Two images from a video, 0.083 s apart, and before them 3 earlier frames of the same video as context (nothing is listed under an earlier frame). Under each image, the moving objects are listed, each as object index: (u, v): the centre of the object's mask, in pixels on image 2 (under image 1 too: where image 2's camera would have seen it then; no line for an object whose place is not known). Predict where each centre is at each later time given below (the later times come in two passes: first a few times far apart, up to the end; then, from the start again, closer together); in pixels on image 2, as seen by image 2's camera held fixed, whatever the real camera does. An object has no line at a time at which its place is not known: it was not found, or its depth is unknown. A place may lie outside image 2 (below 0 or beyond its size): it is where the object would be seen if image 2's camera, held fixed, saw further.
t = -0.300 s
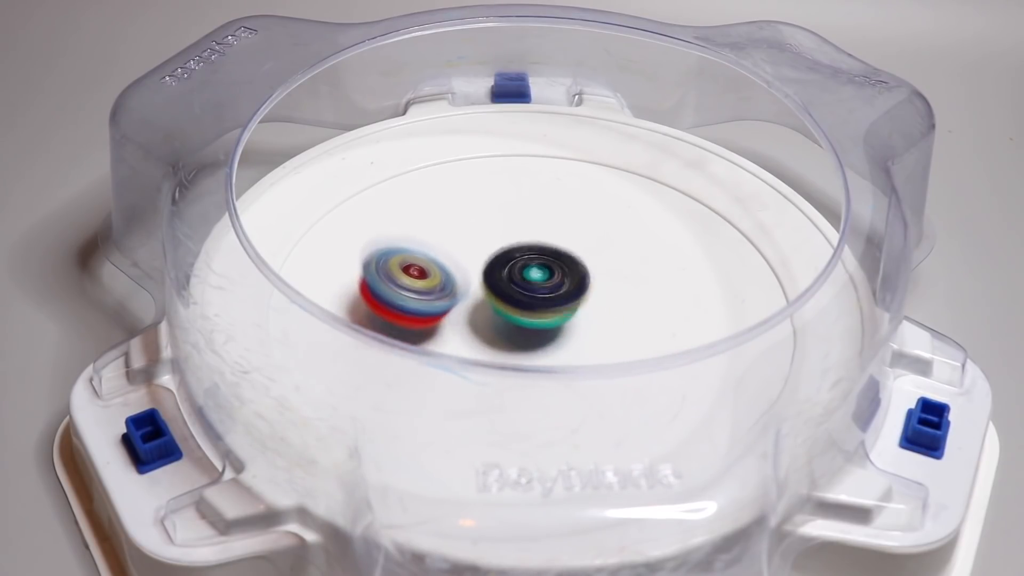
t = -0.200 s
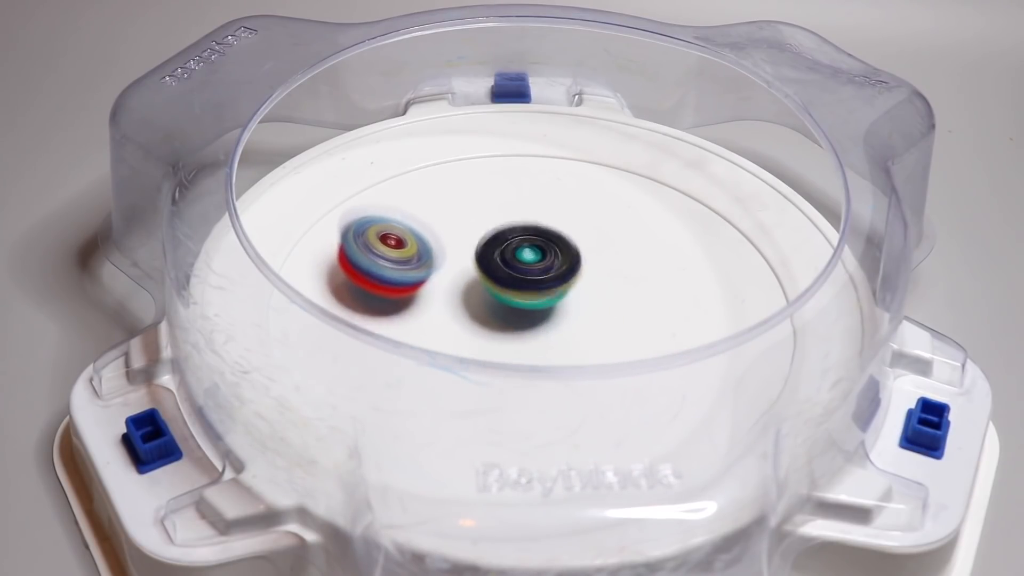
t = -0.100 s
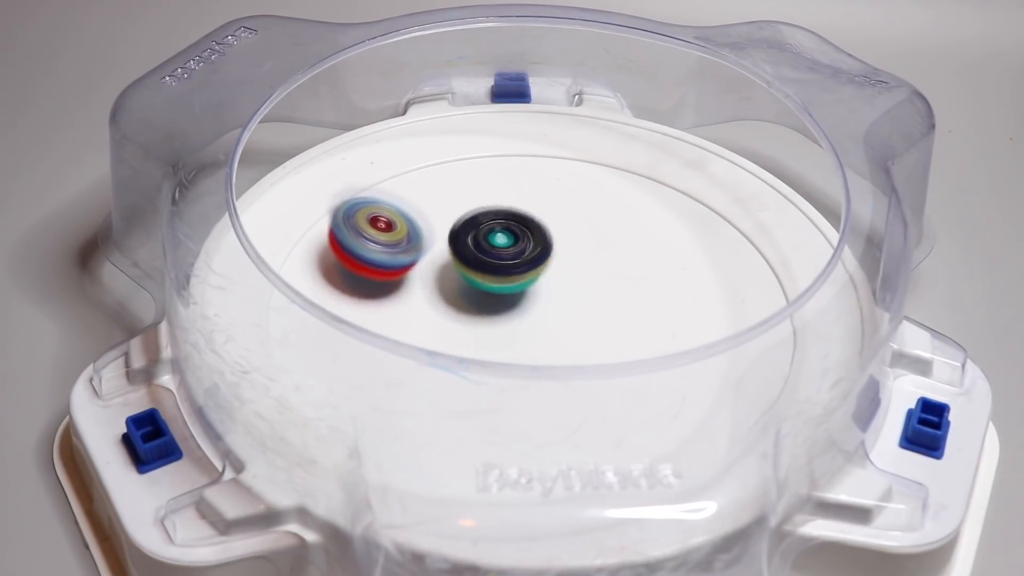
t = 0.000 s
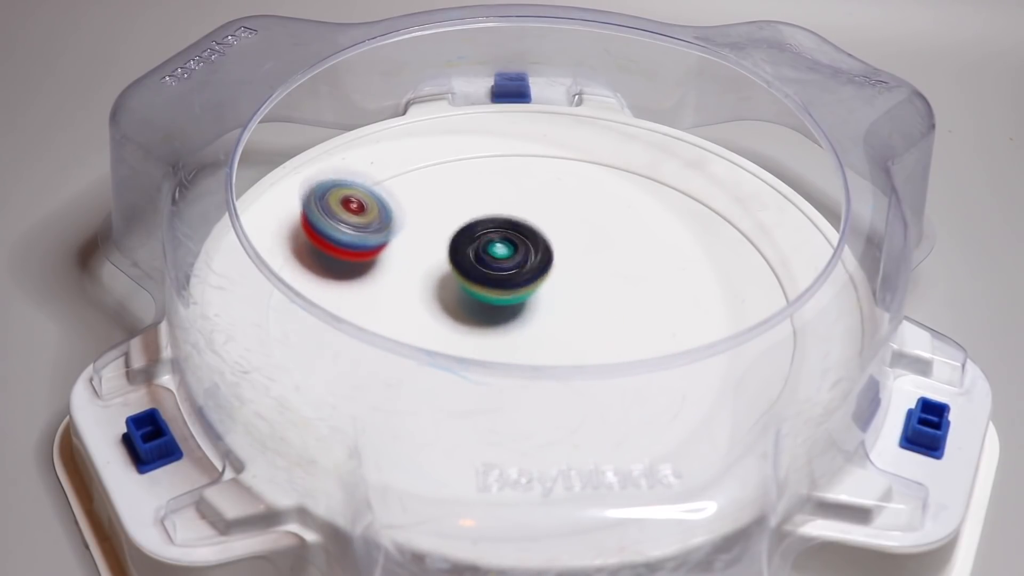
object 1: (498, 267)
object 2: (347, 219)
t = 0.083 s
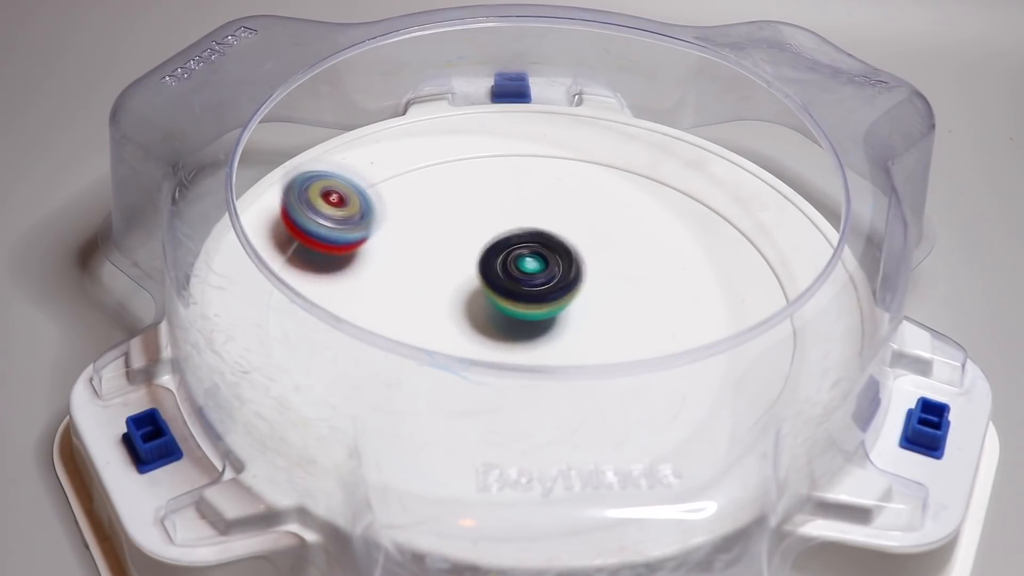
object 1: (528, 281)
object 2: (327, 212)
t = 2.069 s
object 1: (466, 279)
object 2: (646, 375)
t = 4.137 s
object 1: (417, 309)
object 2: (582, 257)
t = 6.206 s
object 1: (535, 314)
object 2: (353, 253)
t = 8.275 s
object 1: (350, 323)
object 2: (741, 332)
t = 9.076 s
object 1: (580, 300)
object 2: (453, 377)
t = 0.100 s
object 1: (534, 284)
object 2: (326, 212)
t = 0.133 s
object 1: (548, 287)
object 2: (326, 215)
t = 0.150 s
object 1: (554, 288)
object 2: (327, 217)
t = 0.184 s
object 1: (567, 289)
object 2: (332, 221)
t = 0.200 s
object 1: (574, 289)
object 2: (336, 225)
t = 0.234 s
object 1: (587, 289)
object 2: (347, 231)
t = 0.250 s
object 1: (593, 288)
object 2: (353, 233)
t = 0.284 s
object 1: (605, 286)
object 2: (370, 239)
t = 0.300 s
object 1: (610, 285)
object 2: (379, 243)
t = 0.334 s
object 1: (619, 280)
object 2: (398, 248)
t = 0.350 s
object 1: (623, 278)
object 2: (409, 251)
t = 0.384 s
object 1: (628, 274)
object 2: (430, 256)
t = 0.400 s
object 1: (629, 271)
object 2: (441, 258)
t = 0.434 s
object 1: (628, 266)
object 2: (462, 262)
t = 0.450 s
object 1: (627, 264)
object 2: (473, 263)
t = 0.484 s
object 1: (620, 261)
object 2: (494, 266)
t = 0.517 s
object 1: (622, 261)
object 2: (503, 265)
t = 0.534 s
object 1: (633, 262)
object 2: (496, 262)
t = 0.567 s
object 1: (650, 263)
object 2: (484, 256)
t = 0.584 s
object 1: (658, 263)
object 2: (480, 254)
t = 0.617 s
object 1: (668, 264)
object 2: (478, 250)
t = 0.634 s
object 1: (672, 263)
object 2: (480, 248)
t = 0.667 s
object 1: (682, 263)
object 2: (486, 245)
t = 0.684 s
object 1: (683, 263)
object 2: (490, 243)
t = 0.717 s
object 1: (688, 263)
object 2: (499, 241)
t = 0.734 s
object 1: (688, 263)
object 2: (504, 239)
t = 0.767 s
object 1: (687, 264)
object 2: (514, 236)
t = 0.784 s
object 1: (685, 265)
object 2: (519, 234)
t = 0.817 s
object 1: (678, 269)
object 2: (528, 231)
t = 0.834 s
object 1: (676, 270)
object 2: (533, 229)
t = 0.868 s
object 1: (665, 277)
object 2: (542, 227)
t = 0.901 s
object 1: (653, 284)
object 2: (550, 224)
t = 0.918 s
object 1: (649, 287)
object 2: (554, 223)
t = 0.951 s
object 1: (637, 295)
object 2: (561, 221)
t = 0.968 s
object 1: (632, 299)
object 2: (565, 220)
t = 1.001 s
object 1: (623, 306)
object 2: (573, 217)
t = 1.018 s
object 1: (616, 310)
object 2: (575, 217)
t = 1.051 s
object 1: (607, 314)
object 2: (582, 216)
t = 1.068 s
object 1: (602, 317)
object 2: (585, 216)
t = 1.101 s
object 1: (591, 322)
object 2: (592, 214)
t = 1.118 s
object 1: (588, 324)
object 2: (594, 214)
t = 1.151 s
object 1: (577, 329)
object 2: (599, 214)
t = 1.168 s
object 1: (572, 330)
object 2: (602, 214)
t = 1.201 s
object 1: (562, 333)
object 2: (606, 214)
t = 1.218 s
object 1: (556, 334)
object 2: (607, 214)
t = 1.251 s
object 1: (546, 337)
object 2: (610, 216)
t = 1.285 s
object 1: (534, 349)
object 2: (612, 218)
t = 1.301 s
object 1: (526, 353)
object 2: (612, 220)
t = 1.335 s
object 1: (516, 356)
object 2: (613, 225)
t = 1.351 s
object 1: (511, 360)
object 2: (614, 228)
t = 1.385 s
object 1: (500, 364)
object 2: (616, 235)
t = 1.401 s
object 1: (494, 365)
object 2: (617, 238)
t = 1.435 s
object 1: (482, 374)
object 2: (618, 247)
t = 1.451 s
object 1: (478, 375)
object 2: (620, 251)
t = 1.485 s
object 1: (468, 379)
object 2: (623, 259)
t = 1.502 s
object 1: (462, 379)
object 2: (624, 263)
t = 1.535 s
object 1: (453, 380)
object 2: (626, 273)
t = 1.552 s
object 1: (449, 381)
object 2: (627, 277)
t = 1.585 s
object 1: (443, 382)
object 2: (630, 284)
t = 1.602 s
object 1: (442, 382)
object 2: (631, 289)
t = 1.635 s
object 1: (438, 381)
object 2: (633, 297)
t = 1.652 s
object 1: (439, 379)
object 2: (635, 301)
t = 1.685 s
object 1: (441, 375)
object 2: (637, 308)
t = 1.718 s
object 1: (443, 369)
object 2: (639, 315)
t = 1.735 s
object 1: (443, 366)
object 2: (640, 317)
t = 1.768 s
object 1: (445, 358)
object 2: (641, 321)
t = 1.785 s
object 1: (446, 355)
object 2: (642, 323)
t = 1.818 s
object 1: (449, 345)
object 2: (643, 327)
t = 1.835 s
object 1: (450, 341)
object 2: (644, 328)
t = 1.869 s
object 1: (452, 332)
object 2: (643, 331)
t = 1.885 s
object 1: (454, 327)
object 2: (643, 333)
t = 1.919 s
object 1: (457, 315)
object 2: (647, 345)
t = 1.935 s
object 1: (458, 309)
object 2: (648, 349)
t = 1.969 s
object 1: (458, 302)
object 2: (647, 355)
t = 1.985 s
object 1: (460, 300)
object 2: (648, 358)
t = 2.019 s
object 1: (461, 292)
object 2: (647, 359)
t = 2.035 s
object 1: (463, 287)
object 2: (646, 360)
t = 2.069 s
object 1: (466, 279)
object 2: (646, 375)
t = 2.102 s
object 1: (468, 271)
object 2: (644, 375)
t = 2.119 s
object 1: (469, 266)
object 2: (641, 376)
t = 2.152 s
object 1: (472, 258)
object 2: (636, 376)
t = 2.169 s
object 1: (473, 255)
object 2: (633, 377)
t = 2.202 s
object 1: (476, 247)
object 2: (623, 362)
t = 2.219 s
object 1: (479, 244)
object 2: (619, 362)
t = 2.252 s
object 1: (482, 237)
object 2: (606, 364)
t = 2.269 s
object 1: (483, 233)
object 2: (600, 364)
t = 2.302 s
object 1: (487, 226)
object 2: (588, 365)
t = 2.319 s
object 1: (488, 224)
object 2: (581, 365)
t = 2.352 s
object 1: (491, 219)
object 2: (566, 365)
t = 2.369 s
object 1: (493, 217)
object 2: (561, 365)
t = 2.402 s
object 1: (496, 212)
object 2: (547, 363)
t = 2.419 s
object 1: (497, 210)
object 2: (540, 363)
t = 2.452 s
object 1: (501, 208)
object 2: (528, 360)
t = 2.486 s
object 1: (504, 209)
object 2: (516, 358)
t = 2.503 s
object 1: (505, 210)
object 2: (509, 357)
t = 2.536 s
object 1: (509, 213)
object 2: (498, 354)
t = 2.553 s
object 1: (512, 216)
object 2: (492, 353)
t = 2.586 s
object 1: (518, 221)
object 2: (482, 351)
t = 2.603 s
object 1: (522, 224)
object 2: (477, 350)
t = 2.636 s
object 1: (530, 231)
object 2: (466, 348)
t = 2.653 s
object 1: (533, 234)
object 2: (461, 347)
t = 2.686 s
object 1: (542, 240)
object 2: (453, 344)
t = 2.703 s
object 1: (546, 244)
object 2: (447, 343)
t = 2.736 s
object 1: (555, 250)
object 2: (440, 341)
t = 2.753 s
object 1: (561, 253)
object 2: (436, 339)
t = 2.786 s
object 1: (570, 260)
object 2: (428, 336)
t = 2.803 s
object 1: (573, 263)
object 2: (426, 335)
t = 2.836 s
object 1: (581, 269)
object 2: (419, 331)
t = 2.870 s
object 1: (591, 275)
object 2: (416, 321)
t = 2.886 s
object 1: (595, 279)
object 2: (414, 320)
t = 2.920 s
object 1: (603, 285)
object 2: (409, 318)
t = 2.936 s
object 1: (608, 287)
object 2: (409, 317)
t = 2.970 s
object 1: (615, 294)
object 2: (407, 316)
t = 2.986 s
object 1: (618, 297)
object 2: (407, 315)
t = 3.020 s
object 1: (626, 302)
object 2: (409, 314)
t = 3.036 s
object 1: (629, 304)
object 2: (409, 313)
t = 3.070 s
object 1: (636, 308)
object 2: (412, 311)
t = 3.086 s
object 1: (640, 310)
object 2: (414, 310)
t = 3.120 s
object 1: (646, 313)
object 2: (417, 307)
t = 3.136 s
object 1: (647, 315)
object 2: (420, 306)
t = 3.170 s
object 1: (654, 316)
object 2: (425, 301)
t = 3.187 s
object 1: (656, 317)
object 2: (428, 299)
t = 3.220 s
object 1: (659, 319)
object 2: (434, 292)
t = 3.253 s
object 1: (660, 321)
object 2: (441, 287)
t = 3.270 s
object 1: (661, 321)
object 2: (444, 283)
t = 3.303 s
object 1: (659, 323)
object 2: (450, 278)
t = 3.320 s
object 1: (654, 324)
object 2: (453, 274)
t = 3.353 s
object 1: (648, 336)
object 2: (459, 268)
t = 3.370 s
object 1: (644, 337)
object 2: (462, 266)
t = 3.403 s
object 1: (633, 338)
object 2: (468, 260)
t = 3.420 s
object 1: (627, 338)
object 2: (470, 257)
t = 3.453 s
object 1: (616, 339)
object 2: (476, 251)
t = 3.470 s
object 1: (608, 340)
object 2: (478, 248)
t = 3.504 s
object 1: (597, 330)
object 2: (483, 244)
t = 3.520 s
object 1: (592, 331)
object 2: (485, 241)
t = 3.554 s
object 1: (579, 332)
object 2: (489, 237)
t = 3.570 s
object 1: (571, 332)
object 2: (492, 234)
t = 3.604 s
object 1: (558, 332)
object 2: (495, 231)
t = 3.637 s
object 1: (545, 332)
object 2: (500, 227)
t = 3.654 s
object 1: (539, 332)
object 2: (502, 225)
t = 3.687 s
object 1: (526, 332)
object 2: (506, 223)
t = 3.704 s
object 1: (521, 331)
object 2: (508, 222)
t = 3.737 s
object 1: (509, 331)
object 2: (512, 221)
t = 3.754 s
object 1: (501, 330)
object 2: (514, 220)
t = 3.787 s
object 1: (489, 328)
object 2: (518, 220)
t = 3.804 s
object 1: (485, 328)
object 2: (520, 220)
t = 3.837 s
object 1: (473, 326)
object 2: (524, 221)
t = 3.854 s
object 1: (466, 324)
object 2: (526, 222)
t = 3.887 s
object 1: (456, 322)
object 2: (532, 224)
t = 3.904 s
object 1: (451, 321)
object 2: (534, 226)
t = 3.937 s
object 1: (441, 319)
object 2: (541, 229)
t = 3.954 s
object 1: (437, 317)
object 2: (543, 231)
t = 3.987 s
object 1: (429, 315)
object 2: (550, 236)
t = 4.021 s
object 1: (423, 313)
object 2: (557, 240)
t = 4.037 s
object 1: (420, 312)
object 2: (561, 243)
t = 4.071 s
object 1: (416, 310)
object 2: (567, 247)
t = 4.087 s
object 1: (417, 310)
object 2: (571, 250)
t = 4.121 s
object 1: (417, 309)
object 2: (578, 255)
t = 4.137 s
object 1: (417, 309)
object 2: (582, 257)
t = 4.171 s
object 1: (420, 307)
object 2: (590, 262)
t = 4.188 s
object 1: (424, 307)
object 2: (592, 265)
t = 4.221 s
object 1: (430, 305)
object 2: (600, 269)
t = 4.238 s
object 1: (433, 304)
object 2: (603, 271)
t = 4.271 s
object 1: (441, 301)
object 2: (610, 276)
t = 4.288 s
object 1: (445, 300)
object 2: (613, 277)
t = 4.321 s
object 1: (454, 297)
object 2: (620, 282)
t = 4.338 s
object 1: (457, 296)
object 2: (623, 284)
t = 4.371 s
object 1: (466, 290)
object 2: (628, 288)
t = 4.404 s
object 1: (474, 284)
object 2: (633, 292)
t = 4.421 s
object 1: (478, 282)
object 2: (635, 294)
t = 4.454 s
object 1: (486, 277)
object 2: (640, 297)
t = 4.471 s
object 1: (491, 274)
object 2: (641, 300)
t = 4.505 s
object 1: (499, 269)
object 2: (646, 303)
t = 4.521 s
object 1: (502, 267)
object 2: (646, 305)
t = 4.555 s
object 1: (509, 263)
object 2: (649, 308)
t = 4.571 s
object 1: (515, 260)
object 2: (650, 309)
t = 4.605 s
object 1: (522, 256)
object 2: (650, 313)
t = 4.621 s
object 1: (525, 253)
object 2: (650, 314)
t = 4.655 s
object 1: (532, 249)
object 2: (649, 317)
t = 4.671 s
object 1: (537, 247)
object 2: (648, 317)
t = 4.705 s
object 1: (544, 243)
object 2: (645, 320)
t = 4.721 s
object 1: (546, 240)
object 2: (643, 320)
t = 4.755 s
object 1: (553, 237)
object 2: (638, 323)
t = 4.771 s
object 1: (557, 235)
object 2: (636, 324)
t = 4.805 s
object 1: (563, 232)
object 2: (629, 326)
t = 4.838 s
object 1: (567, 230)
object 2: (621, 328)
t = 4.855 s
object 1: (568, 229)
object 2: (617, 330)
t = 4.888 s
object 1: (571, 229)
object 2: (609, 332)
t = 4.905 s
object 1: (572, 230)
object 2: (604, 333)
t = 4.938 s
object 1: (574, 232)
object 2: (595, 335)
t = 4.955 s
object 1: (573, 233)
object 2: (590, 336)
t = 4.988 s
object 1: (574, 238)
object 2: (581, 338)
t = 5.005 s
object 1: (574, 241)
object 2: (576, 339)
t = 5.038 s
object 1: (575, 248)
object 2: (568, 340)
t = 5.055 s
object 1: (576, 251)
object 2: (562, 341)
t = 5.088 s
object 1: (577, 259)
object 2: (554, 342)
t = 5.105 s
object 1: (578, 263)
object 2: (548, 342)
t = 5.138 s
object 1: (580, 269)
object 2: (541, 342)
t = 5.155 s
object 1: (581, 273)
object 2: (536, 351)
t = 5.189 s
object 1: (585, 278)
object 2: (530, 351)
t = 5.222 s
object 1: (587, 287)
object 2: (523, 352)
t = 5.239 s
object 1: (587, 292)
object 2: (519, 354)
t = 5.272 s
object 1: (588, 300)
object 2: (510, 355)
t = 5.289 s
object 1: (589, 304)
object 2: (502, 355)
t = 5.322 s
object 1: (589, 311)
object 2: (490, 357)
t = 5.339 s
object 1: (589, 314)
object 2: (481, 358)
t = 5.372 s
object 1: (593, 318)
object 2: (470, 359)
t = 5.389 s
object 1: (594, 320)
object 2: (466, 359)
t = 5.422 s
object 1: (596, 324)
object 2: (458, 372)
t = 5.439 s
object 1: (596, 325)
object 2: (457, 372)
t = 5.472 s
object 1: (597, 329)
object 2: (457, 372)
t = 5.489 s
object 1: (594, 343)
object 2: (457, 372)
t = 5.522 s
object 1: (594, 351)
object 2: (462, 373)
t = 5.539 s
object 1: (592, 355)
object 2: (465, 359)
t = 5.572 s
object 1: (592, 362)
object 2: (469, 359)
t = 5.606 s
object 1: (595, 366)
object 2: (470, 354)
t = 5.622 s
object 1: (596, 366)
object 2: (471, 348)
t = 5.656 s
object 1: (597, 366)
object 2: (470, 333)
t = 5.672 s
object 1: (599, 366)
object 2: (468, 330)
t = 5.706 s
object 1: (598, 369)
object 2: (464, 325)
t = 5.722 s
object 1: (599, 367)
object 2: (461, 322)
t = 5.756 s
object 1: (597, 363)
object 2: (455, 316)
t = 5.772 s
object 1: (595, 361)
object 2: (452, 313)
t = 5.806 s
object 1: (587, 357)
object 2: (446, 306)
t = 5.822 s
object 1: (582, 354)
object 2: (442, 302)
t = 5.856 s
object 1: (573, 350)
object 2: (436, 295)
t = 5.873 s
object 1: (571, 343)
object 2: (433, 292)
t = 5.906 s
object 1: (563, 330)
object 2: (427, 287)
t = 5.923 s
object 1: (556, 329)
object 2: (425, 285)
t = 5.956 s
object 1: (547, 326)
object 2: (421, 283)
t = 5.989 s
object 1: (537, 323)
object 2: (419, 281)
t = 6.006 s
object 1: (533, 320)
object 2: (418, 281)
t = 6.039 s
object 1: (524, 317)
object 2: (419, 281)
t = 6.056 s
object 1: (525, 316)
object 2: (414, 277)
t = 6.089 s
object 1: (530, 318)
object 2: (399, 267)
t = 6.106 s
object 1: (532, 318)
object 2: (392, 263)
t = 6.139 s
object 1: (534, 317)
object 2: (378, 257)
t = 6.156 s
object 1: (534, 316)
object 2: (370, 254)
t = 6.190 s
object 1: (536, 315)
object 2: (358, 252)
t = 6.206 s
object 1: (535, 314)
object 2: (353, 253)
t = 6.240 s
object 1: (534, 311)
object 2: (349, 257)
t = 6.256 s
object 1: (535, 309)
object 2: (349, 259)
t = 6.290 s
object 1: (534, 306)
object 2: (354, 266)
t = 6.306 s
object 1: (530, 306)
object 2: (359, 270)
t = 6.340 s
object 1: (528, 300)
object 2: (372, 277)
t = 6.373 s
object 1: (524, 297)
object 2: (391, 284)
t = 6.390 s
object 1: (522, 295)
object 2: (402, 286)
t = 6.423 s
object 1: (540, 295)
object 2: (405, 281)
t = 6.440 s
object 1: (560, 299)
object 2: (399, 275)
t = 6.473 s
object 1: (597, 302)
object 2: (389, 265)
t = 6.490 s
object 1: (612, 303)
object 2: (386, 260)
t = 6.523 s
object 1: (641, 303)
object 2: (378, 252)
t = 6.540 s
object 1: (653, 302)
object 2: (375, 249)
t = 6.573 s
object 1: (671, 301)
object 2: (372, 245)
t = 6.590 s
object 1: (679, 301)
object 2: (371, 245)
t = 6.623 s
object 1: (686, 301)
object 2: (373, 244)
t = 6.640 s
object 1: (689, 301)
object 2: (374, 244)
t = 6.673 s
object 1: (693, 300)
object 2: (379, 246)
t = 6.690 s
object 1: (694, 300)
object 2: (384, 247)
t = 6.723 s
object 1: (693, 301)
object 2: (394, 250)
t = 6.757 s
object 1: (690, 304)
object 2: (408, 252)
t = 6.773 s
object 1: (689, 304)
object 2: (415, 252)
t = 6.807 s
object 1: (684, 307)
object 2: (433, 253)
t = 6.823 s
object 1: (680, 309)
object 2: (444, 254)
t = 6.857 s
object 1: (671, 312)
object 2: (466, 253)
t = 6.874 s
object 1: (665, 314)
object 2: (475, 251)
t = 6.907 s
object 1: (654, 317)
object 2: (496, 247)
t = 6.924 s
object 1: (649, 318)
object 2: (506, 244)
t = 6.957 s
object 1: (636, 322)
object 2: (523, 237)
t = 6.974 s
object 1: (629, 323)
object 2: (530, 232)
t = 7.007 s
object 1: (615, 326)
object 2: (543, 223)
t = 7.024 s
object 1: (607, 328)
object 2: (549, 218)
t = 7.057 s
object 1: (594, 330)
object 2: (557, 208)
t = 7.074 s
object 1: (589, 330)
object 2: (558, 204)
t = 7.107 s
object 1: (576, 331)
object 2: (560, 195)
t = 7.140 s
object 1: (563, 331)
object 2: (559, 191)
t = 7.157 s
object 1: (558, 331)
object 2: (559, 191)
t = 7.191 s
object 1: (548, 330)
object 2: (557, 192)
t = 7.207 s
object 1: (543, 329)
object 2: (554, 193)
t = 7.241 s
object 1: (532, 327)
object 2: (551, 199)
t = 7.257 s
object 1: (527, 326)
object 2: (551, 202)
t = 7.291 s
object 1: (520, 323)
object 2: (549, 211)
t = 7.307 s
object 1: (517, 322)
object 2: (548, 216)
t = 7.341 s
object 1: (511, 318)
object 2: (549, 228)
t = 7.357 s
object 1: (508, 317)
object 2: (551, 235)
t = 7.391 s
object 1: (503, 313)
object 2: (558, 250)
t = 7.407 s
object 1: (497, 313)
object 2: (567, 255)
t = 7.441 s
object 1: (485, 310)
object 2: (589, 261)
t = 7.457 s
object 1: (479, 311)
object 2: (600, 263)
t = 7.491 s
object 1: (472, 308)
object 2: (619, 265)
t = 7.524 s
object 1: (470, 307)
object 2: (637, 265)
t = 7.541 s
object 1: (471, 307)
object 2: (647, 266)
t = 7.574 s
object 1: (472, 304)
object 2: (663, 264)
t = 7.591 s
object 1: (473, 303)
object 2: (671, 262)
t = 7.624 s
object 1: (478, 302)
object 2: (685, 258)
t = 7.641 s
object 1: (481, 301)
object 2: (693, 255)
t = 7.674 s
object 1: (487, 298)
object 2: (700, 248)
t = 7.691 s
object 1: (490, 296)
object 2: (702, 246)
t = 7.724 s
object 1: (498, 296)
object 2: (701, 241)
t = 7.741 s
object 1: (503, 295)
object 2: (698, 239)
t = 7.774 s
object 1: (510, 293)
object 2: (691, 239)
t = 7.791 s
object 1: (514, 294)
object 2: (687, 240)
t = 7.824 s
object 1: (522, 294)
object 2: (674, 243)
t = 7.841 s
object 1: (525, 294)
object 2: (666, 247)
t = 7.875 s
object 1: (532, 296)
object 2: (651, 254)
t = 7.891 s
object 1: (535, 296)
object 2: (641, 260)
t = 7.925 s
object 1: (514, 297)
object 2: (648, 265)
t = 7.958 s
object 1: (473, 300)
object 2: (673, 276)
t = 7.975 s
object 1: (454, 299)
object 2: (683, 281)
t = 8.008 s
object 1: (422, 300)
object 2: (698, 291)
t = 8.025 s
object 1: (408, 297)
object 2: (703, 295)
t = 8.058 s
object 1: (385, 296)
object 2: (714, 300)
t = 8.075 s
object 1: (367, 310)
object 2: (718, 301)
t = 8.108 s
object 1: (349, 314)
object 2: (726, 304)
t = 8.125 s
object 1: (343, 317)
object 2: (730, 304)
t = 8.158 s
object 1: (337, 317)
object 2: (741, 319)
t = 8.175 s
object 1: (337, 317)
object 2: (745, 321)
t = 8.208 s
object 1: (332, 327)
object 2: (748, 327)
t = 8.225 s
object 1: (339, 319)
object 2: (748, 328)
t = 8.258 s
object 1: (344, 319)
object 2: (743, 330)
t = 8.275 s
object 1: (350, 323)
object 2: (741, 332)
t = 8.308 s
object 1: (361, 321)
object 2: (731, 334)
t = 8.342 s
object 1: (374, 321)
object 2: (717, 341)
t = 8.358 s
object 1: (380, 321)
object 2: (709, 341)
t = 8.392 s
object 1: (398, 319)
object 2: (688, 345)
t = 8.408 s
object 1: (409, 311)
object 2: (678, 347)
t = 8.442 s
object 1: (429, 312)
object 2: (657, 351)
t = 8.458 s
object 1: (437, 311)
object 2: (647, 352)
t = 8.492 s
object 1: (458, 311)
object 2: (625, 355)
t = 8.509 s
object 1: (467, 311)
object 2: (617, 355)
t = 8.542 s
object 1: (487, 310)
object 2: (595, 357)
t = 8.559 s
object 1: (494, 309)
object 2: (585, 358)
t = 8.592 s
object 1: (506, 300)
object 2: (567, 366)
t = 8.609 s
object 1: (511, 293)
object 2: (562, 383)
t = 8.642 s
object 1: (523, 280)
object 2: (547, 388)
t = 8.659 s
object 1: (527, 274)
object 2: (540, 392)
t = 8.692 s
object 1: (538, 264)
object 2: (524, 404)
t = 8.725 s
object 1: (550, 255)
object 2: (510, 408)
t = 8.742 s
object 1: (554, 254)
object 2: (504, 408)
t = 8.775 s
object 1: (561, 251)
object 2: (492, 410)
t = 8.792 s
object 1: (563, 252)
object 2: (486, 410)
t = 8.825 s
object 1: (566, 253)
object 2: (475, 412)
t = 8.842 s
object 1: (568, 254)
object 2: (469, 414)
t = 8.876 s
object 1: (570, 257)
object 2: (462, 414)
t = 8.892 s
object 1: (572, 260)
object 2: (462, 412)
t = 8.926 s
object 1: (573, 264)
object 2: (459, 410)
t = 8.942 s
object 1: (575, 268)
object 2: (457, 409)
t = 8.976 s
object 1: (577, 274)
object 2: (456, 406)
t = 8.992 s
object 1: (578, 278)
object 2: (457, 403)
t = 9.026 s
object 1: (579, 286)
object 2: (456, 398)
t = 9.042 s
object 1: (580, 290)
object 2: (454, 395)
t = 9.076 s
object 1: (580, 300)
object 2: (453, 377)
